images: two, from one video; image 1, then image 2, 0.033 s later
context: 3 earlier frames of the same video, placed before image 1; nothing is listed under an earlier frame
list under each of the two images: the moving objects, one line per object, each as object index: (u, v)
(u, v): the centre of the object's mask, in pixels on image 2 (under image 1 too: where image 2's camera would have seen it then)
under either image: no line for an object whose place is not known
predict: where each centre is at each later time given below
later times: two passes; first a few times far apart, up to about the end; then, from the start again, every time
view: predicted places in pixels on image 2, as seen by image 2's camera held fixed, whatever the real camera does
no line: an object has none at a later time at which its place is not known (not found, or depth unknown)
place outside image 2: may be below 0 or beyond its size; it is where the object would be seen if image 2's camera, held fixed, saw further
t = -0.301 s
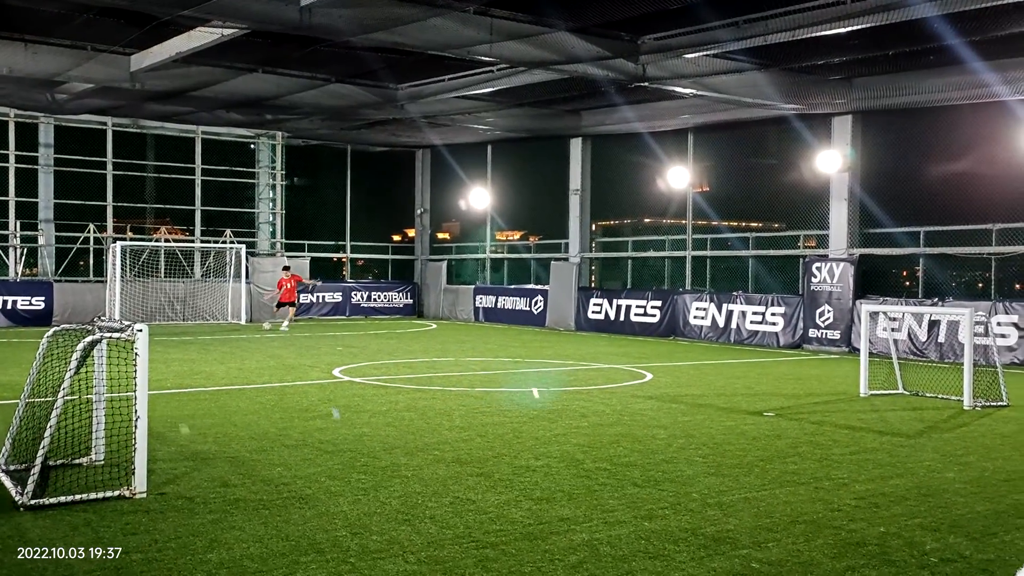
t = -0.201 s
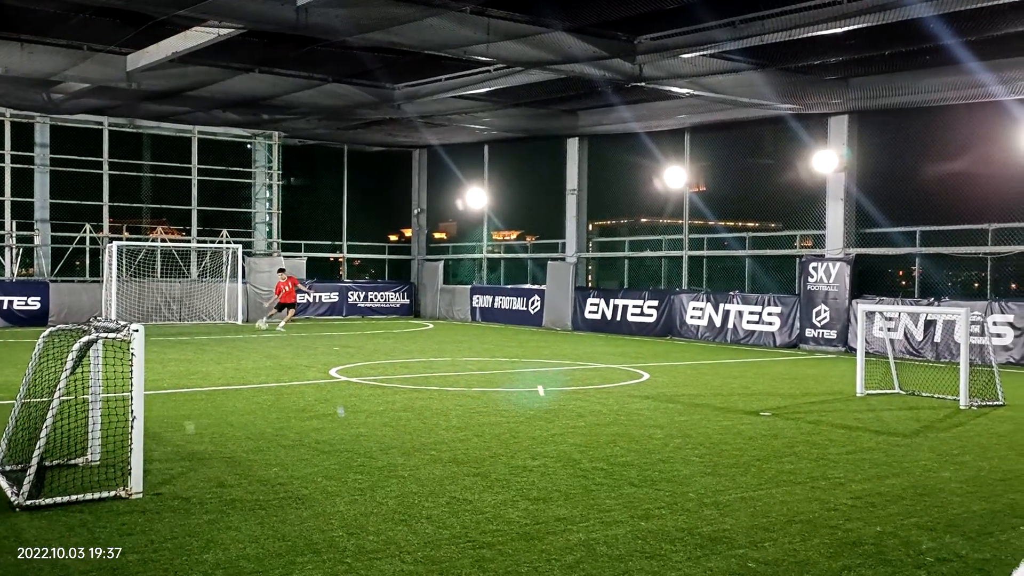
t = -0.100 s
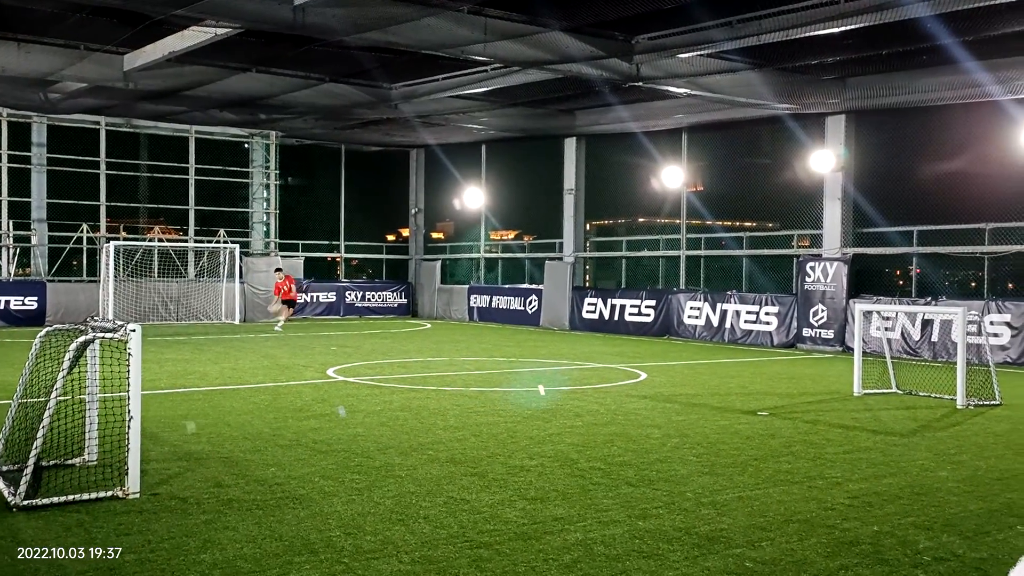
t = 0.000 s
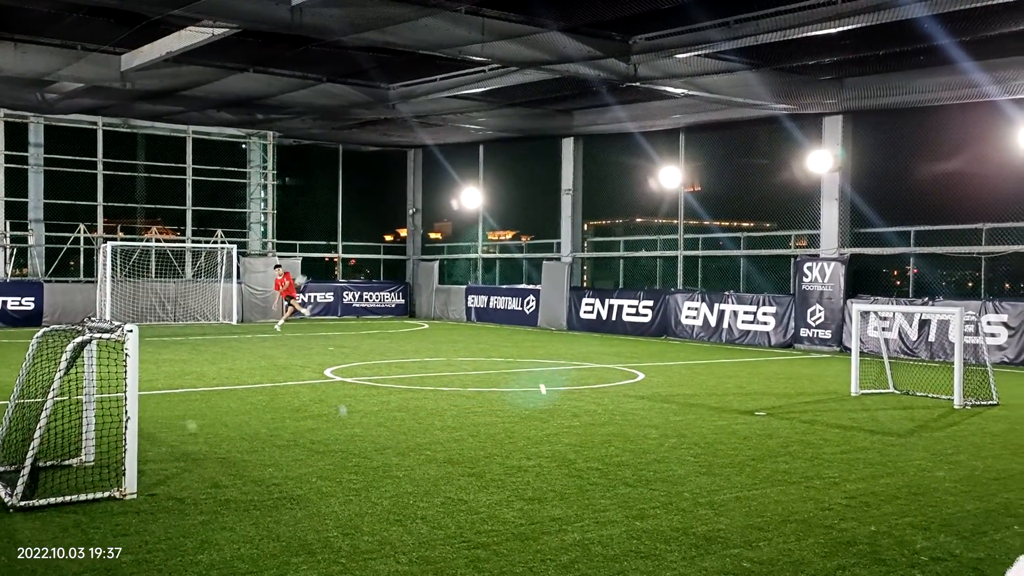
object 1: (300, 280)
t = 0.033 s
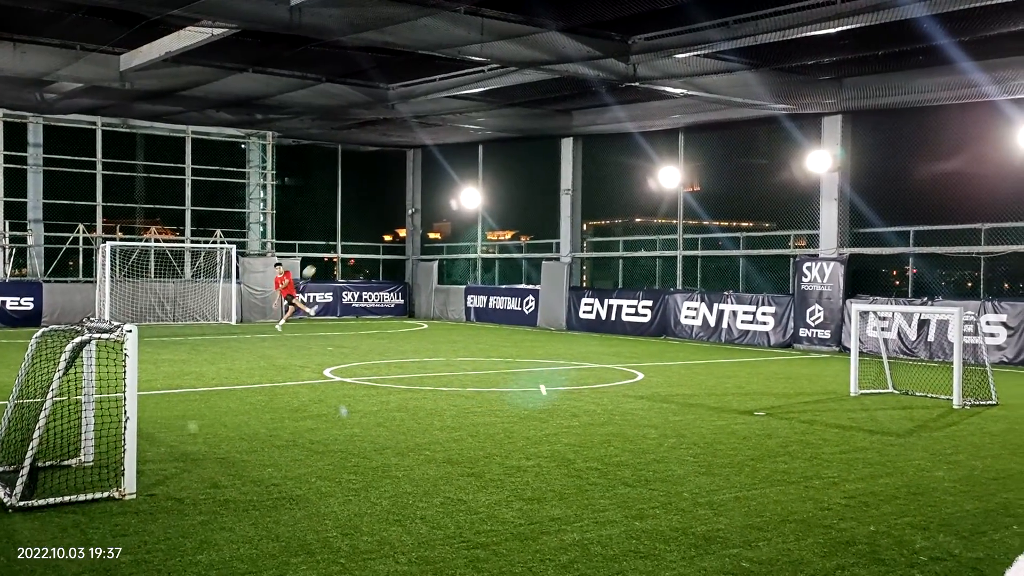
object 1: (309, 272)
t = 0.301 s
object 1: (397, 198)
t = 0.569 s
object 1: (519, 129)
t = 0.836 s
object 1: (695, 68)
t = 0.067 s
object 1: (318, 263)
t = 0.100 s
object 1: (328, 253)
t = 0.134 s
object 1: (339, 244)
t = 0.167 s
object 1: (349, 234)
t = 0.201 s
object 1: (360, 225)
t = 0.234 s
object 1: (372, 216)
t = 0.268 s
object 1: (384, 207)
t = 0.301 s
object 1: (397, 198)
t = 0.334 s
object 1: (409, 189)
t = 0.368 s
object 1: (424, 180)
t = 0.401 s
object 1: (438, 171)
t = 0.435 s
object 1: (453, 162)
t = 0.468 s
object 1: (468, 154)
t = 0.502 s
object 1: (484, 145)
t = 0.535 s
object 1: (502, 137)
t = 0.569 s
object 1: (519, 129)
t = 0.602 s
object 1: (538, 120)
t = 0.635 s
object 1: (557, 112)
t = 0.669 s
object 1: (578, 104)
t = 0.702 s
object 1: (599, 97)
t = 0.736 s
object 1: (621, 89)
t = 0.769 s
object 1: (644, 82)
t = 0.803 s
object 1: (669, 75)
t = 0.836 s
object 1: (695, 68)
